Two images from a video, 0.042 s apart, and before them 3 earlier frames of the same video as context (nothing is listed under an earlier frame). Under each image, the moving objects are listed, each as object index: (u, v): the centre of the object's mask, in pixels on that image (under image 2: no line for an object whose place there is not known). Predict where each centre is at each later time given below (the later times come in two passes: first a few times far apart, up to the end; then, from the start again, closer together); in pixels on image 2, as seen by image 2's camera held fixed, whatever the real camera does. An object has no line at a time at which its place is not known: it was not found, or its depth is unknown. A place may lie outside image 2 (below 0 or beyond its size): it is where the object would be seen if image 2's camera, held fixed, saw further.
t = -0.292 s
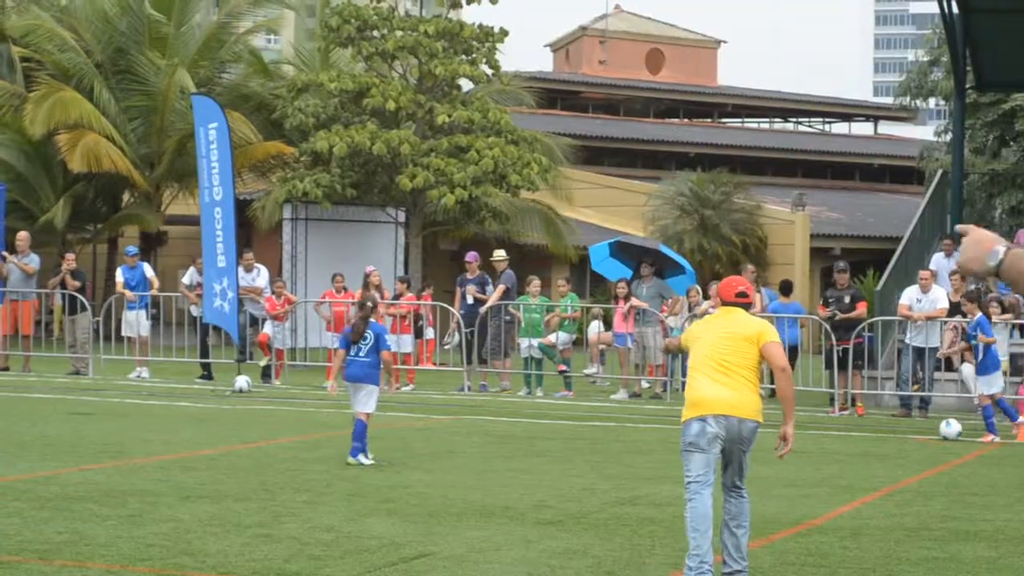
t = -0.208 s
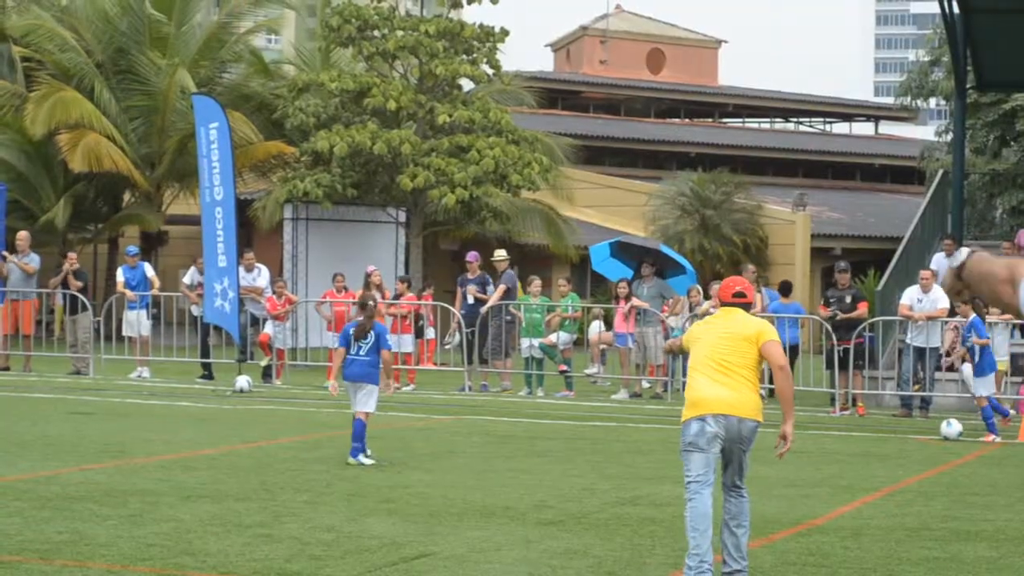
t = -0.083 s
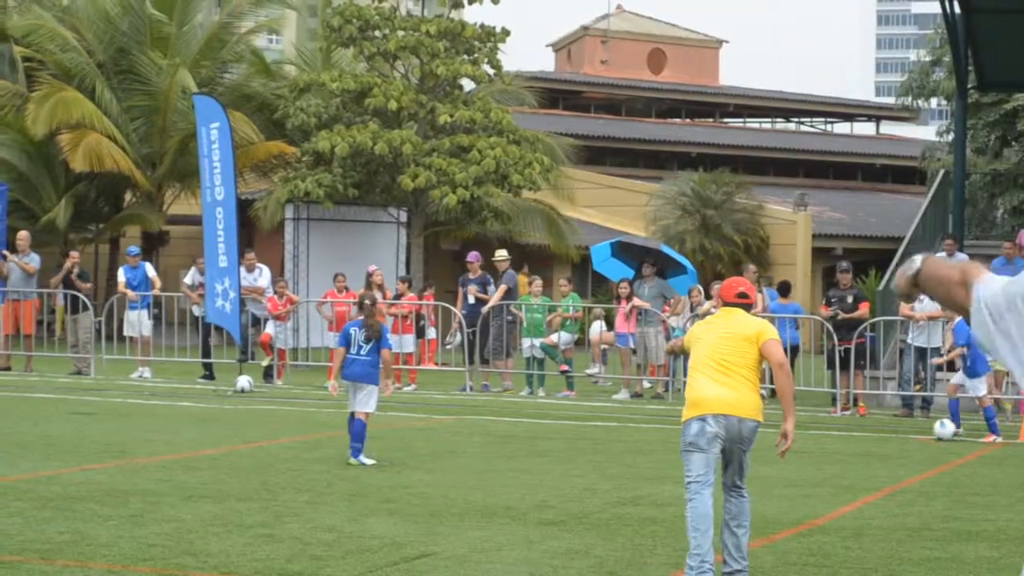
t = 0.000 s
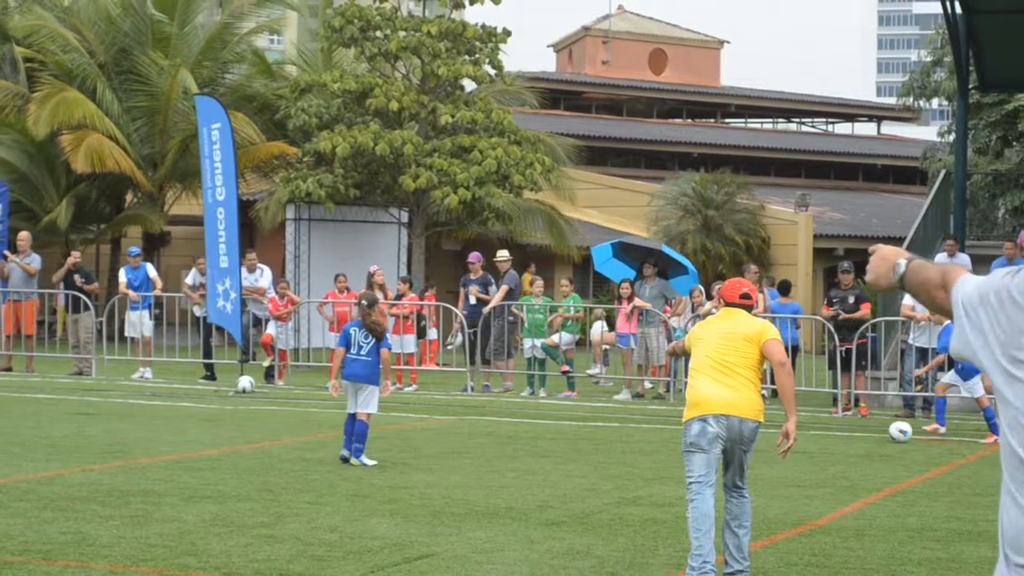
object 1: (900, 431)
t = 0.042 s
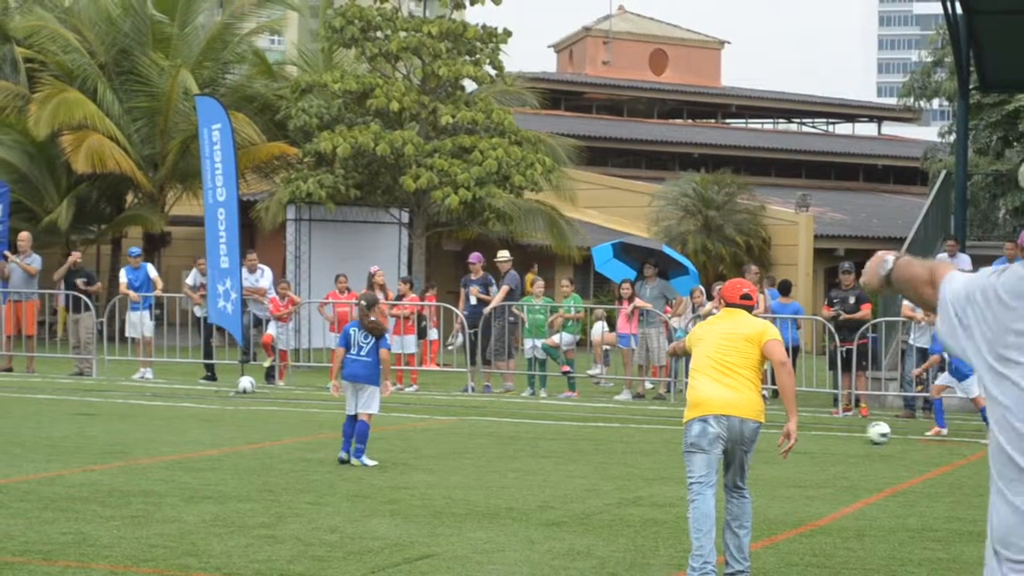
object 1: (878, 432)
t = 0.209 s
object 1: (801, 439)
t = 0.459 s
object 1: (672, 441)
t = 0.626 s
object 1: (602, 445)
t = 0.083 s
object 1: (856, 434)
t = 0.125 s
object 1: (835, 435)
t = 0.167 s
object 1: (813, 436)
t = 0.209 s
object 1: (801, 439)
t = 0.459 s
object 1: (672, 441)
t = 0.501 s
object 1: (654, 442)
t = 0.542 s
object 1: (636, 443)
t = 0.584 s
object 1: (619, 444)
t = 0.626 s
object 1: (602, 445)
